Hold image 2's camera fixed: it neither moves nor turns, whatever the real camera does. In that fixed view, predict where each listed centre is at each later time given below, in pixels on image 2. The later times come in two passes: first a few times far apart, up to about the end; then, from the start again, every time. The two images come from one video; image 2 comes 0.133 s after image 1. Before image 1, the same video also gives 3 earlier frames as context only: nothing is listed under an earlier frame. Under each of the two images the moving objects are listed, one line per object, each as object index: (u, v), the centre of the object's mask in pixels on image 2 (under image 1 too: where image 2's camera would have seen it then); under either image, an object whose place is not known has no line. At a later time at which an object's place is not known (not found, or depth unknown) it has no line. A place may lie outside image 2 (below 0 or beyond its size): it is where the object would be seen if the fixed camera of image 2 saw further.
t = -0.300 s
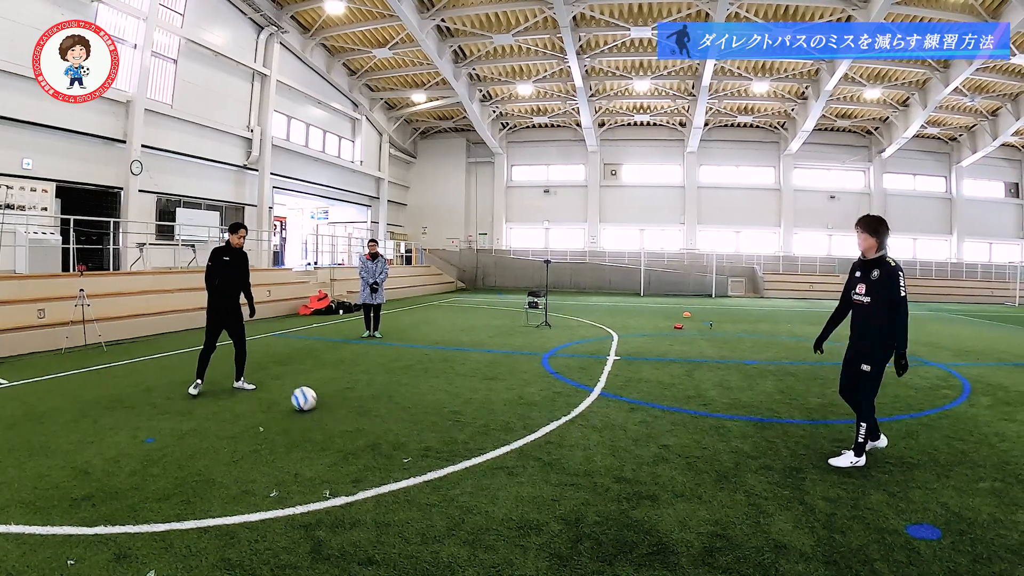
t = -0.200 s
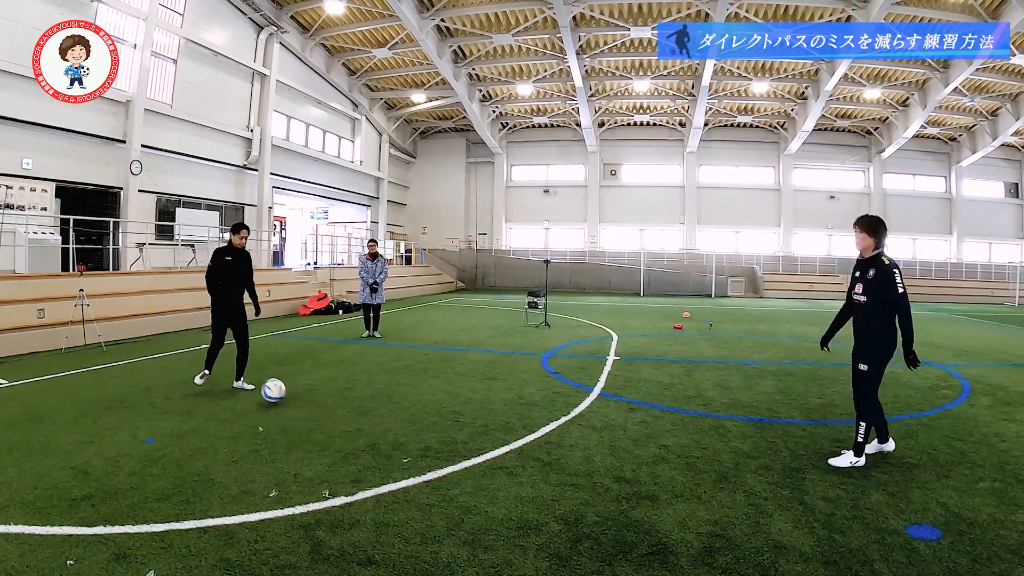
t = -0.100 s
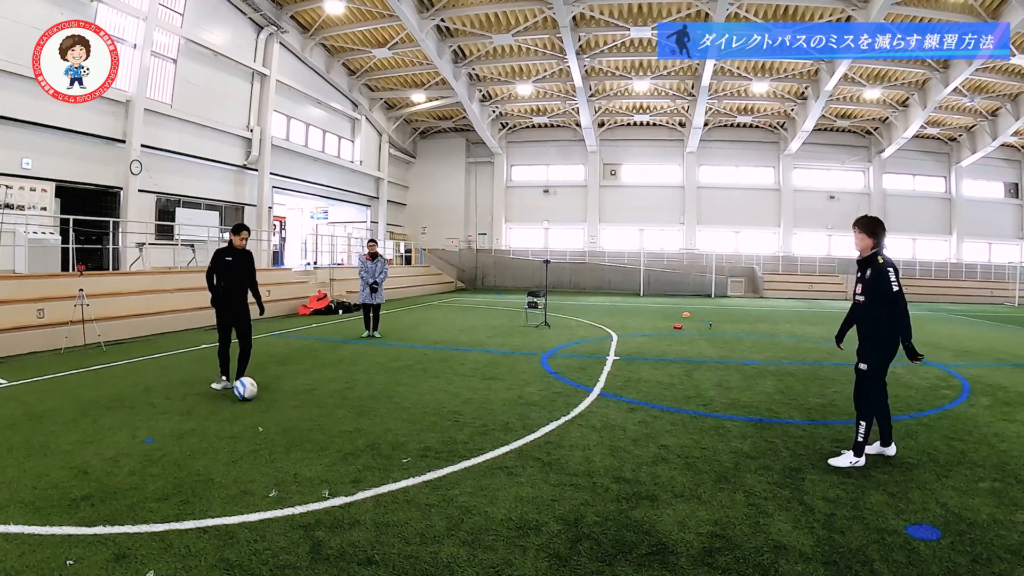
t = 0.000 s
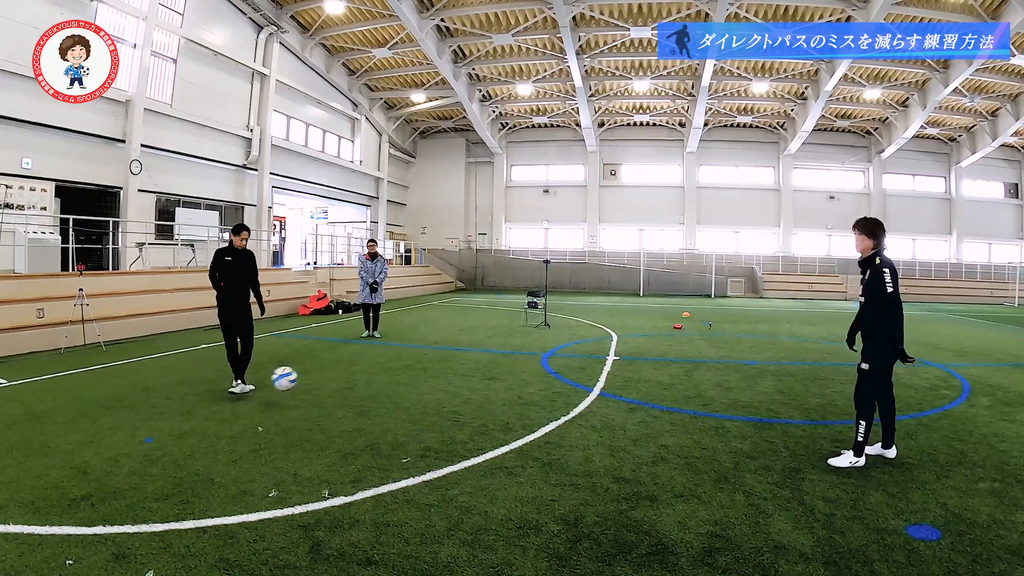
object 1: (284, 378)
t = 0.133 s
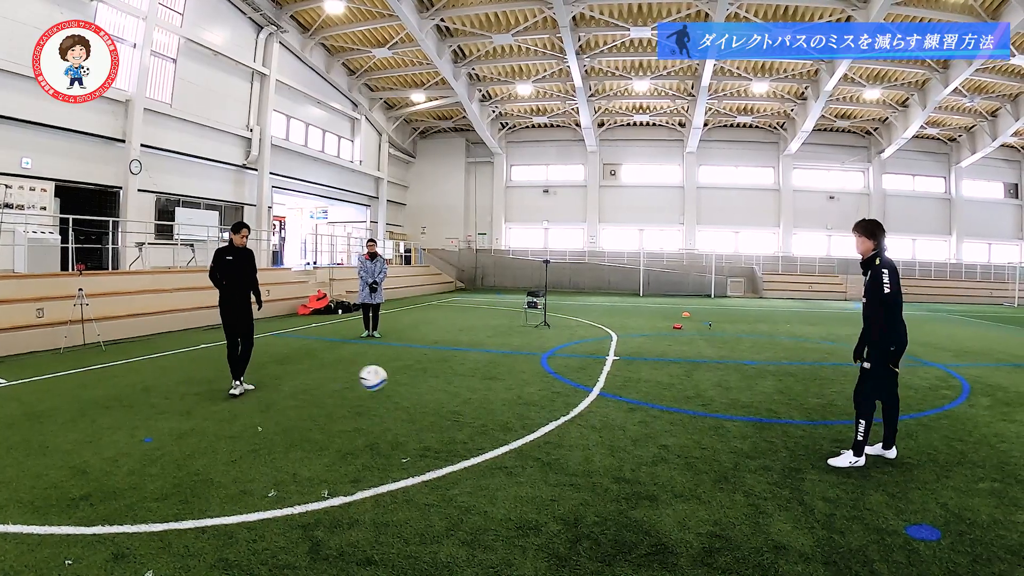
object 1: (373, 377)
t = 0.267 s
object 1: (476, 396)
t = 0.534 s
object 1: (663, 408)
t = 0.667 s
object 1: (740, 416)
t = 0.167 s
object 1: (397, 380)
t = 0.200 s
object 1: (423, 384)
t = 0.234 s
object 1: (449, 389)
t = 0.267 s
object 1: (476, 396)
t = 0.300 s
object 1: (504, 404)
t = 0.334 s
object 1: (532, 413)
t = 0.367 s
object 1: (560, 423)
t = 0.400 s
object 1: (582, 422)
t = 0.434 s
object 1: (602, 416)
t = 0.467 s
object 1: (623, 412)
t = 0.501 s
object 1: (643, 410)
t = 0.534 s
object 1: (663, 408)
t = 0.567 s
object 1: (682, 408)
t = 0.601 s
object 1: (702, 409)
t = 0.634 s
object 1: (721, 412)
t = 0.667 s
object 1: (740, 416)
